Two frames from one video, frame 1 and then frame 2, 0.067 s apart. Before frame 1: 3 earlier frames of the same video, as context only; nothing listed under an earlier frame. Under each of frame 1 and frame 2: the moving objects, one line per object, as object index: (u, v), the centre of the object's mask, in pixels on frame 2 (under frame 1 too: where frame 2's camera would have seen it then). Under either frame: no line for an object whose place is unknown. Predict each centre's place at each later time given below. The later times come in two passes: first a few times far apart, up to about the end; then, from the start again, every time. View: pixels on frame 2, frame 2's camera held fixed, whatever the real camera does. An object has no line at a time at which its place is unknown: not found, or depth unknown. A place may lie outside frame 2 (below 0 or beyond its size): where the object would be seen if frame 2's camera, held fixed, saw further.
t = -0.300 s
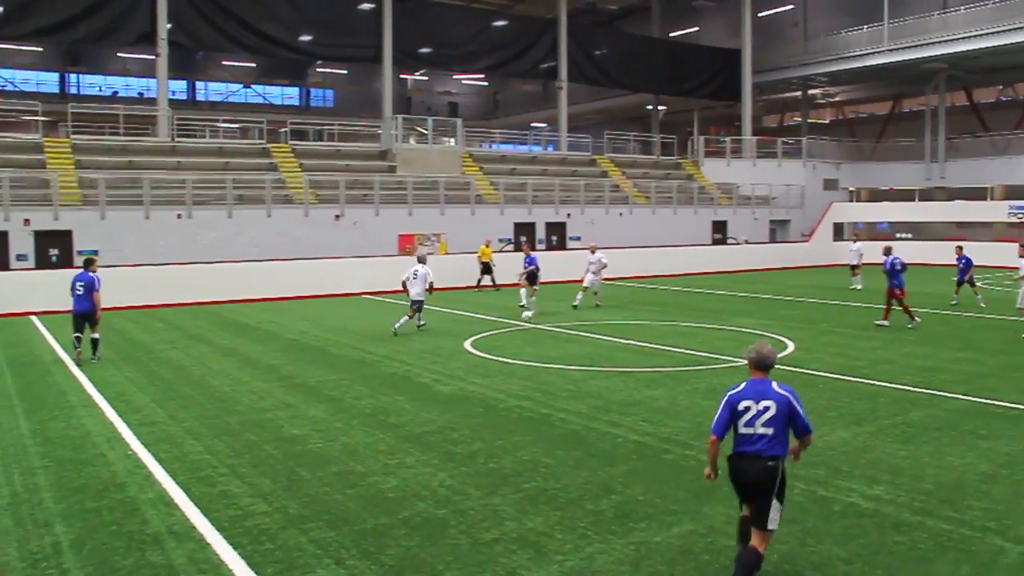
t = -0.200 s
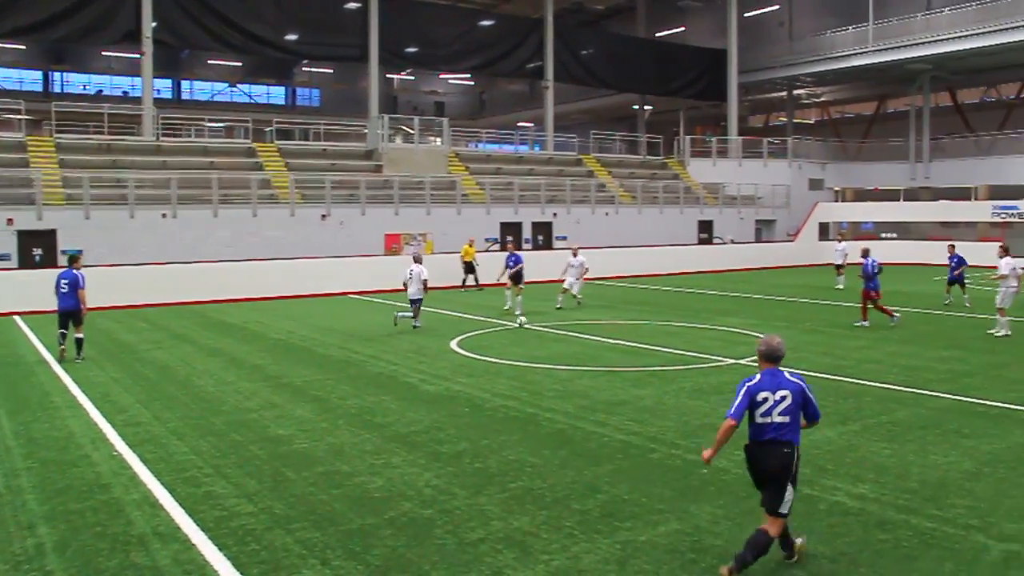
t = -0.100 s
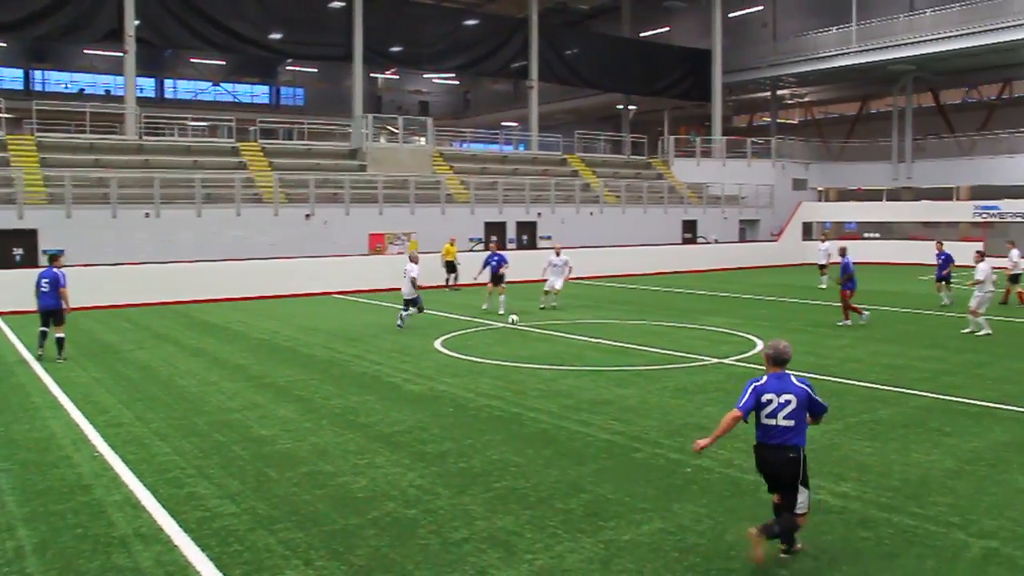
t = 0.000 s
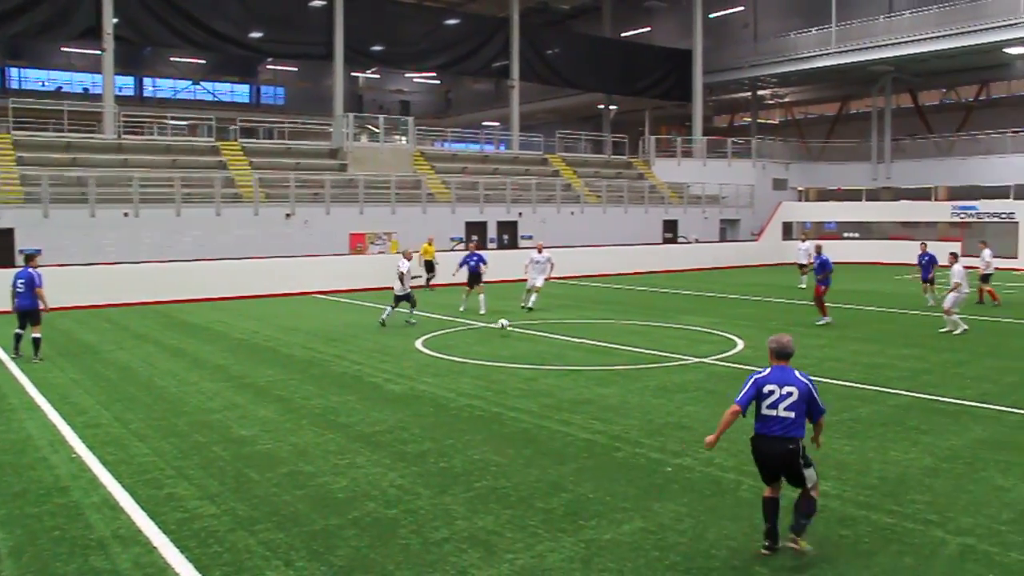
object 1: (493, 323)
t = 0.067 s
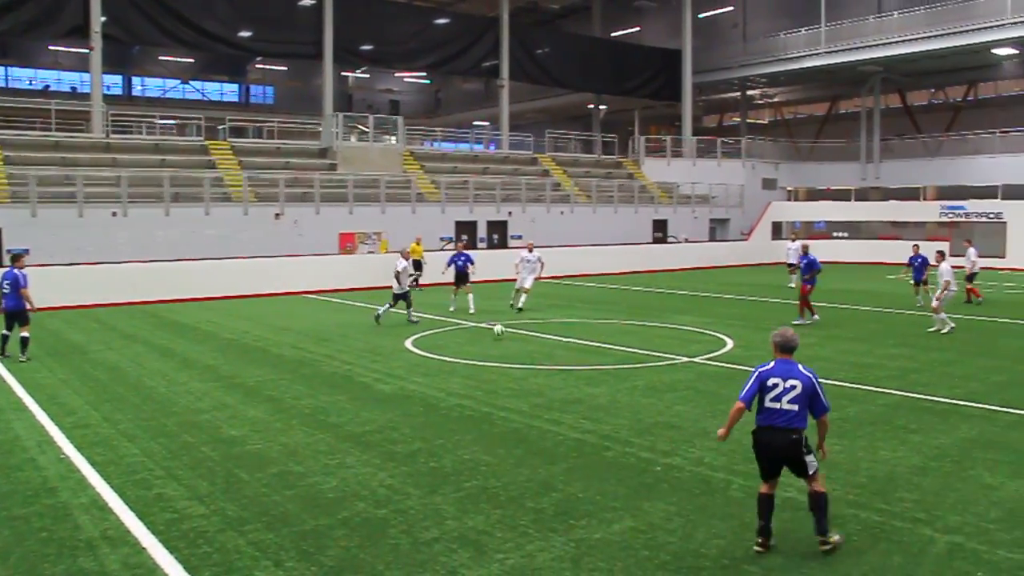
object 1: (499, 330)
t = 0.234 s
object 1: (511, 336)
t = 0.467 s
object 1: (532, 350)
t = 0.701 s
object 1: (559, 368)
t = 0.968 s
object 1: (599, 389)
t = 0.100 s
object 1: (502, 334)
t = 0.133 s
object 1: (504, 337)
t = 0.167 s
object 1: (506, 336)
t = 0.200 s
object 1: (509, 336)
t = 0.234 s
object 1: (511, 336)
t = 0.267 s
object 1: (514, 337)
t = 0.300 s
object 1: (517, 340)
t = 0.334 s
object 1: (520, 342)
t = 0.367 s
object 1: (523, 345)
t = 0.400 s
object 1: (526, 350)
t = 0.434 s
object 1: (529, 351)
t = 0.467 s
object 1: (532, 350)
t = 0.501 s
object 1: (535, 350)
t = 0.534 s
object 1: (538, 351)
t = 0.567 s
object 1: (542, 354)
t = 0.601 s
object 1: (546, 357)
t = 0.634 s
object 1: (550, 363)
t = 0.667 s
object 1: (555, 366)
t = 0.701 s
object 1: (559, 368)
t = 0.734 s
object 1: (564, 368)
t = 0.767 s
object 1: (568, 368)
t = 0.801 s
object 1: (573, 371)
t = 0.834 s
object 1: (577, 374)
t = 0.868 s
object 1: (582, 377)
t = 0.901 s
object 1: (588, 382)
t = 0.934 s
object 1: (594, 387)
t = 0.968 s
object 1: (599, 389)
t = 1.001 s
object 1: (605, 392)
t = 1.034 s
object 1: (611, 394)
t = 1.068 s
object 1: (617, 398)
